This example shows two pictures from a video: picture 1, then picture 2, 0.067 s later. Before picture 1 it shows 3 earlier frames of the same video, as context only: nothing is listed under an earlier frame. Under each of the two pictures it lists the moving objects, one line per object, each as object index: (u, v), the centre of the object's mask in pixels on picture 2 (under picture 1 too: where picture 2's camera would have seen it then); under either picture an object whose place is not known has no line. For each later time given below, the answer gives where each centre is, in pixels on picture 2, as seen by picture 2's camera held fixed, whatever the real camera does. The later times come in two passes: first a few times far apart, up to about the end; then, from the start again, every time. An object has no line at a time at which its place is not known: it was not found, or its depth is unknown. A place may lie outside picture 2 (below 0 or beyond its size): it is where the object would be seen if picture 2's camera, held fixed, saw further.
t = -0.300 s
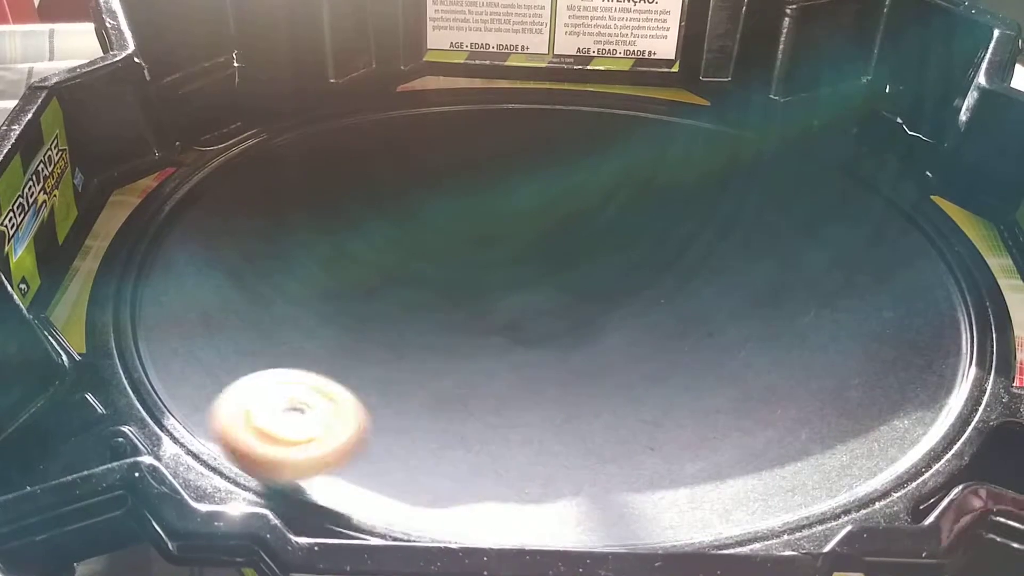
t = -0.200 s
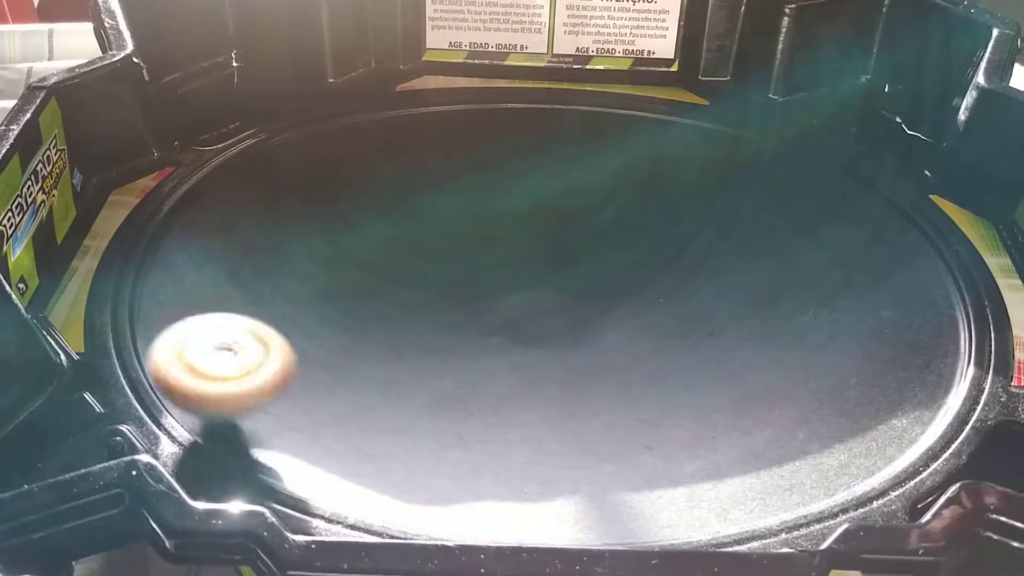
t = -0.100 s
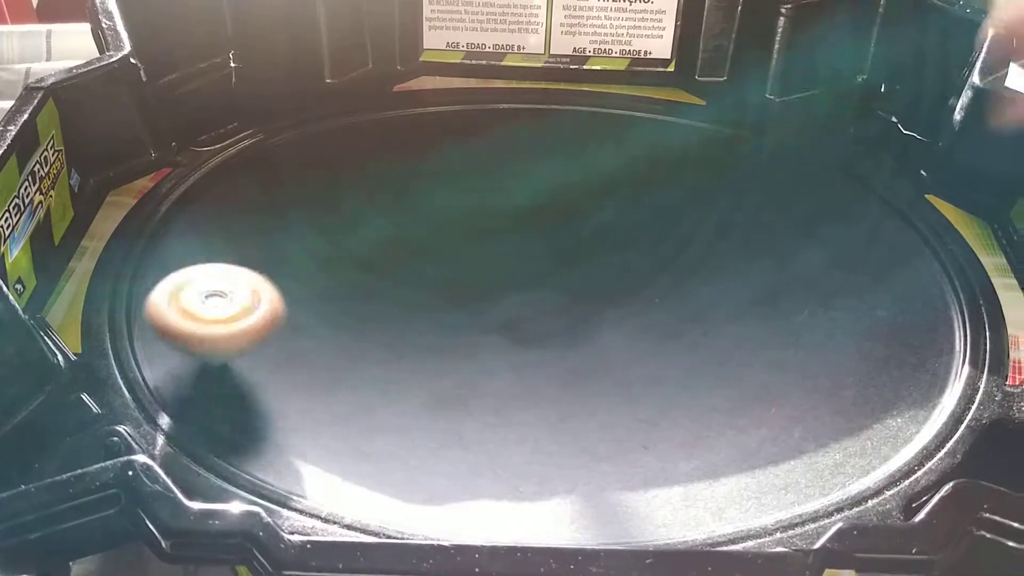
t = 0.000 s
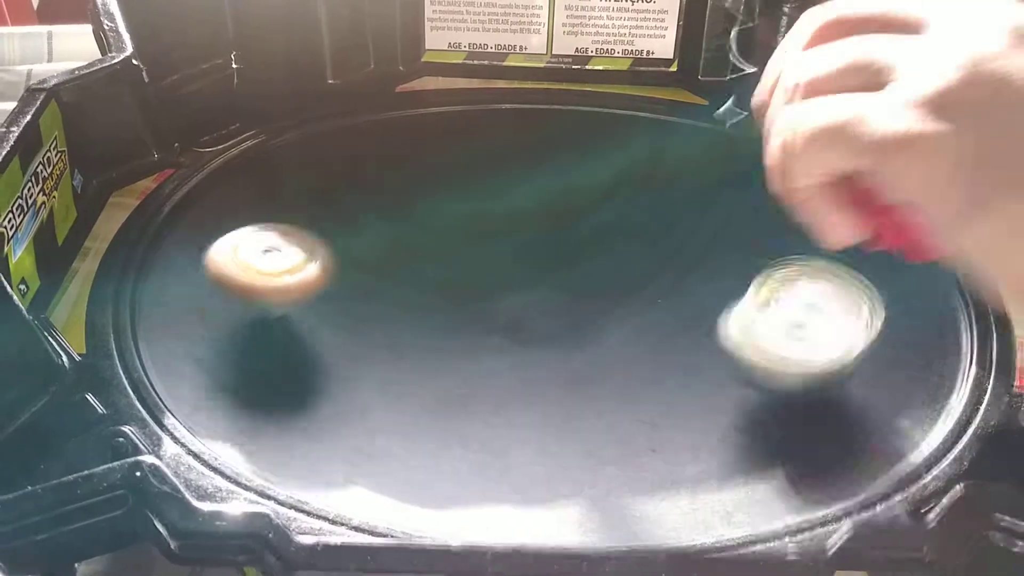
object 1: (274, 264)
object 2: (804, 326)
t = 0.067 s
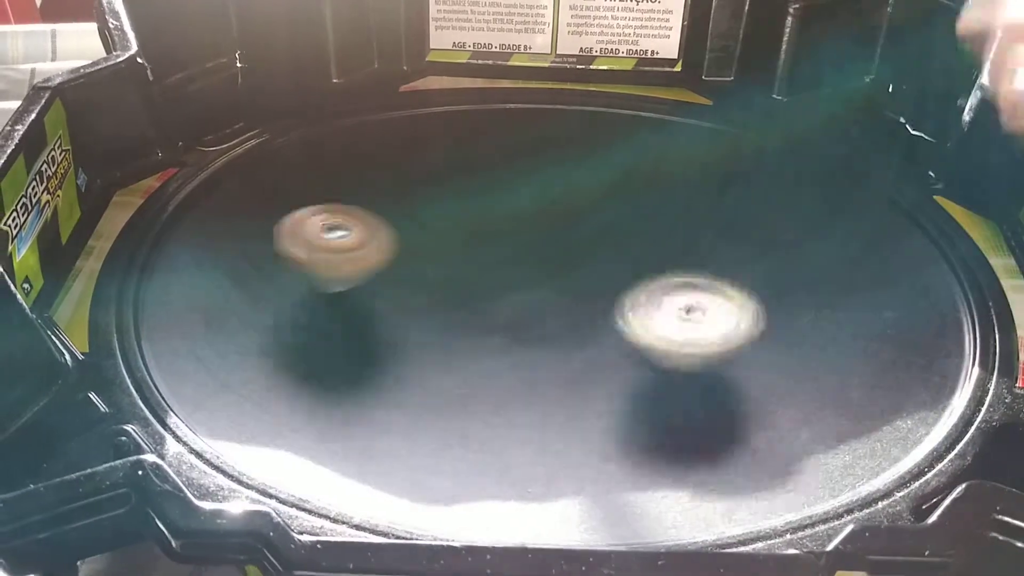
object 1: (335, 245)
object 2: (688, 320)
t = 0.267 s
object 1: (401, 113)
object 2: (636, 370)
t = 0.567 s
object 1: (512, 101)
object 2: (904, 321)
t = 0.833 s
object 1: (539, 242)
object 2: (895, 177)
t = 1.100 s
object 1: (334, 252)
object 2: (786, 202)
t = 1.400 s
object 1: (342, 225)
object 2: (588, 338)
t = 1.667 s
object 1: (434, 281)
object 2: (600, 434)
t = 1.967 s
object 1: (422, 366)
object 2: (734, 375)
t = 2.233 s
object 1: (363, 364)
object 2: (626, 311)
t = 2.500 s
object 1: (369, 310)
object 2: (502, 325)
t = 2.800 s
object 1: (449, 223)
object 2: (677, 286)
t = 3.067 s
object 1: (523, 247)
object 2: (638, 218)
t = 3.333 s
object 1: (422, 288)
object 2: (616, 199)
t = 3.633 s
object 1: (397, 283)
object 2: (600, 284)
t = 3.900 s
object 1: (431, 293)
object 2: (737, 307)
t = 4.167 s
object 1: (483, 319)
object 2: (717, 275)
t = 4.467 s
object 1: (515, 344)
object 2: (611, 286)
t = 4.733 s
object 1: (429, 344)
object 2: (628, 277)
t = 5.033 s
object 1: (433, 283)
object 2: (596, 260)
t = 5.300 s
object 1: (478, 261)
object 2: (633, 247)
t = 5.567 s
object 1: (490, 299)
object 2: (655, 227)
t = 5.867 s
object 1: (473, 300)
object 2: (622, 246)
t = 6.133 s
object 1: (489, 303)
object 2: (615, 296)
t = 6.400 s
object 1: (507, 294)
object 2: (635, 312)
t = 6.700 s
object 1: (509, 292)
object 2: (693, 313)
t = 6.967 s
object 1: (507, 302)
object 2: (647, 308)
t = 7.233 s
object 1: (467, 272)
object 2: (621, 303)
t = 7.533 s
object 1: (468, 238)
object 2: (642, 318)
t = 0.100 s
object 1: (371, 237)
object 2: (634, 309)
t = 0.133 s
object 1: (409, 233)
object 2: (586, 298)
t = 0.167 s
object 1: (448, 230)
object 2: (546, 288)
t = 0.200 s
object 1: (432, 189)
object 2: (570, 313)
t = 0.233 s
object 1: (412, 148)
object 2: (602, 347)
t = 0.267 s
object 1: (401, 113)
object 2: (636, 370)
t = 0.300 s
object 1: (397, 82)
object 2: (671, 387)
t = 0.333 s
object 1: (400, 58)
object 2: (709, 399)
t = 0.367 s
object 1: (405, 56)
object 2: (747, 404)
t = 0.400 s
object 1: (416, 64)
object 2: (784, 403)
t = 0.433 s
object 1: (430, 62)
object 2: (818, 397)
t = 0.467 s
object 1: (448, 67)
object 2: (850, 386)
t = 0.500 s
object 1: (465, 69)
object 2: (876, 368)
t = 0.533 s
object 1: (485, 83)
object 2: (895, 348)
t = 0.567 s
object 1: (512, 101)
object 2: (904, 321)
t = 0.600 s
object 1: (543, 118)
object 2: (903, 296)
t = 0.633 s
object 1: (574, 133)
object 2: (892, 271)
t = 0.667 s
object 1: (606, 151)
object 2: (872, 249)
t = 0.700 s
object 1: (638, 169)
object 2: (845, 228)
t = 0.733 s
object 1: (667, 190)
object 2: (811, 210)
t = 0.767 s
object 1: (649, 211)
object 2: (816, 189)
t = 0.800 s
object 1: (594, 222)
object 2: (859, 183)
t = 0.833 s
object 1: (539, 242)
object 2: (895, 177)
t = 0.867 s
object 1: (497, 249)
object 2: (911, 170)
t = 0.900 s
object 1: (459, 261)
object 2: (909, 178)
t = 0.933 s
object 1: (429, 263)
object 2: (898, 185)
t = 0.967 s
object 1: (402, 265)
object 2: (882, 190)
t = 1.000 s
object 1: (380, 264)
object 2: (861, 193)
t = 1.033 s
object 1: (361, 261)
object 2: (838, 197)
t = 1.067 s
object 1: (345, 257)
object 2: (814, 199)
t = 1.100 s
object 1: (334, 252)
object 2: (786, 202)
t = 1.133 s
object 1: (326, 247)
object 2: (758, 208)
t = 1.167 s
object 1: (321, 242)
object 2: (730, 215)
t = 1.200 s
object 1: (318, 238)
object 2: (702, 226)
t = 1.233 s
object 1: (318, 234)
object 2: (677, 241)
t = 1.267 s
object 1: (321, 231)
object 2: (655, 259)
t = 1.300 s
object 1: (325, 228)
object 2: (634, 278)
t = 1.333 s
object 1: (329, 227)
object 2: (616, 297)
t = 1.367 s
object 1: (335, 225)
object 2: (600, 318)
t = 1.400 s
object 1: (342, 225)
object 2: (588, 338)
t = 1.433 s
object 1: (350, 225)
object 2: (578, 357)
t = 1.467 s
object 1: (363, 228)
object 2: (571, 374)
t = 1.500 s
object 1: (376, 233)
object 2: (568, 390)
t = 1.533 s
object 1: (389, 239)
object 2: (568, 405)
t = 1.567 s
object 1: (402, 248)
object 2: (572, 416)
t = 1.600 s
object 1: (415, 258)
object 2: (578, 425)
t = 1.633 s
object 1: (426, 270)
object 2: (588, 431)
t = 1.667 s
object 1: (434, 281)
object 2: (600, 434)
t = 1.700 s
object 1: (441, 294)
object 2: (613, 434)
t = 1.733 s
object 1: (444, 305)
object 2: (629, 432)
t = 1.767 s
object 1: (445, 316)
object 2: (644, 428)
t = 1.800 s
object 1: (445, 327)
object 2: (660, 422)
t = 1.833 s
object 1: (444, 338)
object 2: (676, 414)
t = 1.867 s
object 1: (441, 346)
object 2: (692, 404)
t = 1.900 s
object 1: (436, 354)
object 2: (707, 395)
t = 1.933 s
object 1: (429, 361)
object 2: (722, 385)
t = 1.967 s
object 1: (422, 366)
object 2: (734, 375)
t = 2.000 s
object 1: (414, 371)
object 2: (741, 364)
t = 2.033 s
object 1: (406, 373)
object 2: (739, 353)
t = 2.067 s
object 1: (398, 375)
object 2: (731, 342)
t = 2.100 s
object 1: (389, 375)
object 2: (718, 332)
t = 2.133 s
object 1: (382, 374)
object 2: (699, 324)
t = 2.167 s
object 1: (374, 371)
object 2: (677, 318)
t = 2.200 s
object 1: (368, 368)
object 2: (652, 313)
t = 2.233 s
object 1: (363, 364)
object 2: (626, 311)
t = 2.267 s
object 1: (361, 357)
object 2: (598, 308)
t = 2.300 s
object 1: (361, 350)
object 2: (569, 310)
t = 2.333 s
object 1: (366, 342)
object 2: (542, 312)
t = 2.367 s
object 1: (375, 335)
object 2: (515, 316)
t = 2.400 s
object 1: (368, 330)
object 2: (507, 319)
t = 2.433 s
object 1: (361, 323)
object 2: (507, 319)
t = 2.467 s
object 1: (361, 317)
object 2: (505, 322)
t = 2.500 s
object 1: (369, 310)
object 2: (502, 325)
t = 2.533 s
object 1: (354, 292)
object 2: (528, 337)
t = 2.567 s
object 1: (343, 276)
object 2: (557, 345)
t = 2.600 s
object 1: (344, 262)
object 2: (583, 348)
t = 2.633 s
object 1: (350, 250)
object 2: (612, 347)
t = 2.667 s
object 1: (364, 241)
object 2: (637, 341)
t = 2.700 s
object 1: (381, 233)
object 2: (656, 331)
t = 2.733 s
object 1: (402, 228)
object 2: (671, 318)
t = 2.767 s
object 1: (424, 225)
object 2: (677, 304)
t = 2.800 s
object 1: (449, 223)
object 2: (677, 286)
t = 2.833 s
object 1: (474, 224)
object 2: (668, 269)
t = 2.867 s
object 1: (500, 226)
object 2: (652, 253)
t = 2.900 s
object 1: (518, 230)
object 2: (639, 240)
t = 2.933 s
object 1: (510, 230)
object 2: (652, 233)
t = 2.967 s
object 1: (507, 232)
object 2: (659, 228)
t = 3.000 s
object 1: (510, 236)
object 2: (658, 224)
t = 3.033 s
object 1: (516, 241)
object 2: (650, 220)
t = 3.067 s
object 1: (523, 247)
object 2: (638, 218)
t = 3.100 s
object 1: (512, 259)
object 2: (639, 211)
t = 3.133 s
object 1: (494, 270)
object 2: (646, 204)
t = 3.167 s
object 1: (479, 277)
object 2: (647, 199)
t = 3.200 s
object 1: (466, 282)
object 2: (642, 196)
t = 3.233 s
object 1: (454, 285)
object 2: (636, 195)
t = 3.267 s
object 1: (443, 286)
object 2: (629, 195)
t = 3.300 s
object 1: (432, 287)
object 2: (623, 196)
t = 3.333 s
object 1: (422, 288)
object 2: (616, 199)
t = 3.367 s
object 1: (415, 288)
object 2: (608, 203)
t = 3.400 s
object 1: (409, 287)
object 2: (600, 207)
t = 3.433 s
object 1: (404, 286)
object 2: (593, 215)
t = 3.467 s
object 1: (401, 285)
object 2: (586, 223)
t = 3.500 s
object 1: (399, 284)
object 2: (582, 233)
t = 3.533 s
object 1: (397, 283)
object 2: (579, 244)
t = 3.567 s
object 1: (396, 283)
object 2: (582, 255)
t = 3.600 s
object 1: (396, 283)
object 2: (588, 268)
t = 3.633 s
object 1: (397, 283)
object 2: (600, 284)
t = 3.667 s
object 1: (398, 283)
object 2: (616, 299)
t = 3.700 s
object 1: (399, 283)
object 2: (633, 309)
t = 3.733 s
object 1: (402, 284)
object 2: (652, 316)
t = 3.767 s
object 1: (406, 285)
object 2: (672, 320)
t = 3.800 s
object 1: (411, 286)
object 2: (692, 321)
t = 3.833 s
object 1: (418, 288)
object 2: (712, 318)
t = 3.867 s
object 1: (425, 290)
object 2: (727, 313)
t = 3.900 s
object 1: (431, 293)
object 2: (737, 307)
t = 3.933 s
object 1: (437, 296)
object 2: (744, 301)
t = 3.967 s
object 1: (444, 298)
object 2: (746, 296)
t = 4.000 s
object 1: (451, 301)
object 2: (745, 291)
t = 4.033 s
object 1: (458, 305)
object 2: (743, 287)
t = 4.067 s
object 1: (465, 308)
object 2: (739, 283)
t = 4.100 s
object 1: (471, 312)
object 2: (733, 280)
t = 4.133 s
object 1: (477, 315)
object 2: (726, 278)
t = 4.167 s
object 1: (483, 319)
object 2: (717, 275)
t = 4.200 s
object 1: (489, 323)
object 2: (705, 275)
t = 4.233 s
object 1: (494, 326)
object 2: (693, 275)
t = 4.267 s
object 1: (499, 329)
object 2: (680, 276)
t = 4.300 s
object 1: (504, 331)
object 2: (666, 278)
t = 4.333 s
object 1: (509, 334)
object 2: (652, 279)
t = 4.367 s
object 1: (513, 336)
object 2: (638, 280)
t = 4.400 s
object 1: (517, 338)
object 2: (625, 283)
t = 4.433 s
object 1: (519, 340)
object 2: (616, 286)
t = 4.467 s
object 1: (515, 344)
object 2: (611, 286)
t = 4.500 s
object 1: (509, 347)
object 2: (609, 287)
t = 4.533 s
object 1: (506, 348)
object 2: (605, 291)
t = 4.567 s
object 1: (504, 350)
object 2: (601, 297)
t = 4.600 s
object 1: (482, 353)
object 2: (608, 298)
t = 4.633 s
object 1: (464, 355)
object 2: (618, 296)
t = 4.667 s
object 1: (449, 354)
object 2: (626, 290)
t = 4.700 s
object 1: (438, 349)
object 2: (629, 284)
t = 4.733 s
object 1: (429, 344)
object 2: (628, 277)
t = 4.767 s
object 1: (421, 338)
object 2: (626, 271)
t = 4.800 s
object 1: (418, 331)
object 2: (620, 265)
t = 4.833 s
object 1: (416, 323)
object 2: (611, 261)
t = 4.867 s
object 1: (417, 315)
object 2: (599, 259)
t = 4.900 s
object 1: (422, 306)
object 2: (588, 258)
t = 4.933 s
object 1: (430, 298)
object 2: (578, 258)
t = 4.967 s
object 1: (440, 291)
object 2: (571, 260)
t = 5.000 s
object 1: (448, 285)
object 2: (570, 263)
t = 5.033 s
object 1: (433, 283)
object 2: (596, 260)
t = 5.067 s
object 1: (425, 279)
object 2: (616, 258)
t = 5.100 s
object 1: (424, 275)
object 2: (629, 255)
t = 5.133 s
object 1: (427, 271)
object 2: (635, 254)
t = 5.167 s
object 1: (434, 267)
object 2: (637, 253)
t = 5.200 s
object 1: (442, 265)
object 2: (636, 251)
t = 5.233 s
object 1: (452, 262)
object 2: (635, 250)
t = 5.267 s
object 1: (464, 261)
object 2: (634, 247)
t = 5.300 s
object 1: (478, 261)
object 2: (633, 247)
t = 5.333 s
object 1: (494, 262)
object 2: (631, 246)
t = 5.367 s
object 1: (509, 266)
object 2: (629, 245)
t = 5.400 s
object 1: (513, 272)
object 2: (632, 243)
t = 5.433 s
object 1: (505, 281)
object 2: (644, 238)
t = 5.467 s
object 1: (500, 290)
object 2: (652, 233)
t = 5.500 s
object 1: (497, 295)
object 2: (655, 231)
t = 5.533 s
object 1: (493, 298)
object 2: (655, 229)
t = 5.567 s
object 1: (490, 299)
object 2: (655, 227)
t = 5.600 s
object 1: (486, 300)
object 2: (653, 227)
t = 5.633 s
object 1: (483, 300)
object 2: (650, 227)
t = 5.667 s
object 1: (480, 300)
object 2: (647, 228)
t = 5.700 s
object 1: (477, 301)
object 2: (643, 229)
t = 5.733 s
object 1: (475, 301)
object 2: (639, 231)
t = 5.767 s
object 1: (473, 301)
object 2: (635, 234)
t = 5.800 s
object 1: (472, 301)
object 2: (630, 237)
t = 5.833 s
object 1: (472, 300)
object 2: (626, 241)
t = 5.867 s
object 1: (473, 300)
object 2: (622, 246)
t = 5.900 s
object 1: (476, 300)
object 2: (617, 252)
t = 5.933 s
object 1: (479, 300)
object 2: (613, 258)
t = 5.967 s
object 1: (483, 300)
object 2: (609, 265)
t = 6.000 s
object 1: (487, 300)
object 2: (606, 274)
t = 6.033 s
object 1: (488, 301)
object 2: (607, 281)
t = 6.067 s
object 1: (488, 303)
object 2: (611, 286)
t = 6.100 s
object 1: (488, 303)
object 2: (613, 291)
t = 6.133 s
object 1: (489, 303)
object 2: (615, 296)
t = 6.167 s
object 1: (487, 303)
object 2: (620, 299)
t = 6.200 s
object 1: (486, 302)
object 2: (623, 302)
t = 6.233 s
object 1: (487, 301)
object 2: (626, 304)
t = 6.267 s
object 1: (489, 299)
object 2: (629, 306)
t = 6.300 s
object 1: (492, 297)
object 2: (631, 308)
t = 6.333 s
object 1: (496, 296)
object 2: (633, 309)
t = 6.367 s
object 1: (501, 294)
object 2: (634, 311)
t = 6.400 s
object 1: (507, 294)
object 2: (635, 312)
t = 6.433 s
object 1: (503, 295)
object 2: (649, 314)
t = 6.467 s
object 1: (499, 294)
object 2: (663, 317)
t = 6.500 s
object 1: (495, 292)
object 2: (674, 318)
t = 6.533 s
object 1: (494, 289)
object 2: (682, 318)
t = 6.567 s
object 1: (494, 286)
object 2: (688, 318)
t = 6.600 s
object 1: (497, 285)
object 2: (691, 317)
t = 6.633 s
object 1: (501, 286)
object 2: (693, 316)
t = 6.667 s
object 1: (505, 289)
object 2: (694, 314)
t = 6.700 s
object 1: (509, 292)
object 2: (693, 313)
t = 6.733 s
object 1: (512, 295)
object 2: (691, 311)
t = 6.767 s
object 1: (515, 298)
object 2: (687, 309)
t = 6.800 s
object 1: (518, 300)
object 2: (681, 309)
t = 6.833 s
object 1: (519, 301)
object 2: (674, 308)
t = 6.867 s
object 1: (520, 302)
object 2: (666, 307)
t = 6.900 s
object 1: (519, 302)
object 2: (657, 307)
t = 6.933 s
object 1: (518, 302)
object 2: (648, 308)
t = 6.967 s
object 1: (507, 302)
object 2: (647, 308)
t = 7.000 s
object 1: (495, 299)
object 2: (650, 308)
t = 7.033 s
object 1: (485, 296)
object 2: (649, 308)
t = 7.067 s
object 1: (479, 293)
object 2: (647, 307)
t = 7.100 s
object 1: (473, 289)
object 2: (644, 306)
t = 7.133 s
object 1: (469, 285)
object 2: (639, 305)
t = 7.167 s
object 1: (468, 281)
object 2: (634, 305)
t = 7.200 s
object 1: (467, 276)
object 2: (628, 304)
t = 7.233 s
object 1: (467, 272)
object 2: (621, 303)
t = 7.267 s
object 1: (468, 268)
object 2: (615, 302)
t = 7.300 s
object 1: (472, 265)
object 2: (607, 302)
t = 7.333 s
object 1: (478, 263)
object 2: (600, 302)
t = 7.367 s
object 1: (480, 260)
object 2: (600, 303)
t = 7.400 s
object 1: (470, 251)
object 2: (617, 309)
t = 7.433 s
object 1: (466, 246)
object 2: (627, 313)
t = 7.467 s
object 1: (466, 242)
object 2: (634, 316)
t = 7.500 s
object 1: (467, 240)
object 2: (639, 317)
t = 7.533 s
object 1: (468, 238)
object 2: (642, 318)
